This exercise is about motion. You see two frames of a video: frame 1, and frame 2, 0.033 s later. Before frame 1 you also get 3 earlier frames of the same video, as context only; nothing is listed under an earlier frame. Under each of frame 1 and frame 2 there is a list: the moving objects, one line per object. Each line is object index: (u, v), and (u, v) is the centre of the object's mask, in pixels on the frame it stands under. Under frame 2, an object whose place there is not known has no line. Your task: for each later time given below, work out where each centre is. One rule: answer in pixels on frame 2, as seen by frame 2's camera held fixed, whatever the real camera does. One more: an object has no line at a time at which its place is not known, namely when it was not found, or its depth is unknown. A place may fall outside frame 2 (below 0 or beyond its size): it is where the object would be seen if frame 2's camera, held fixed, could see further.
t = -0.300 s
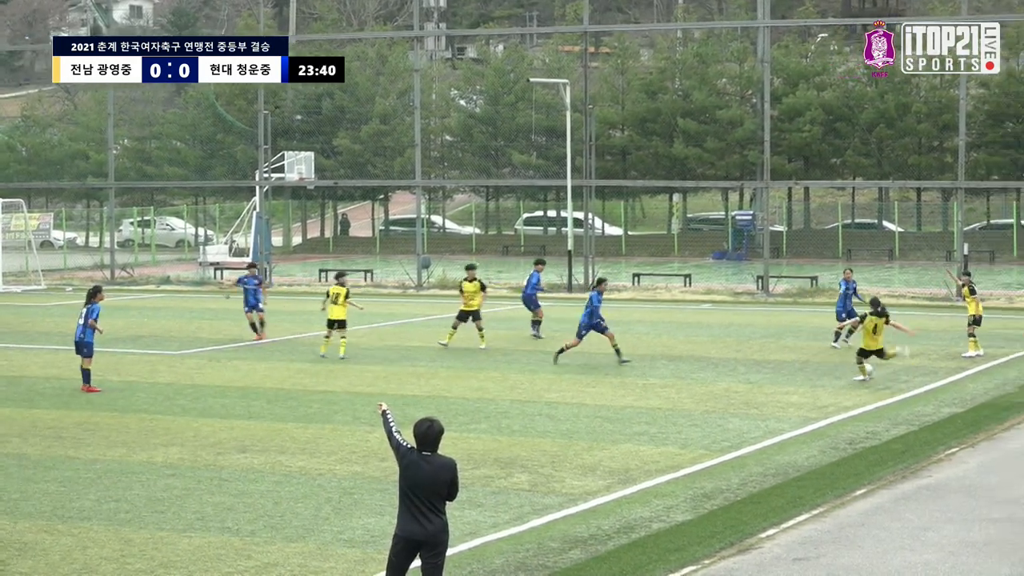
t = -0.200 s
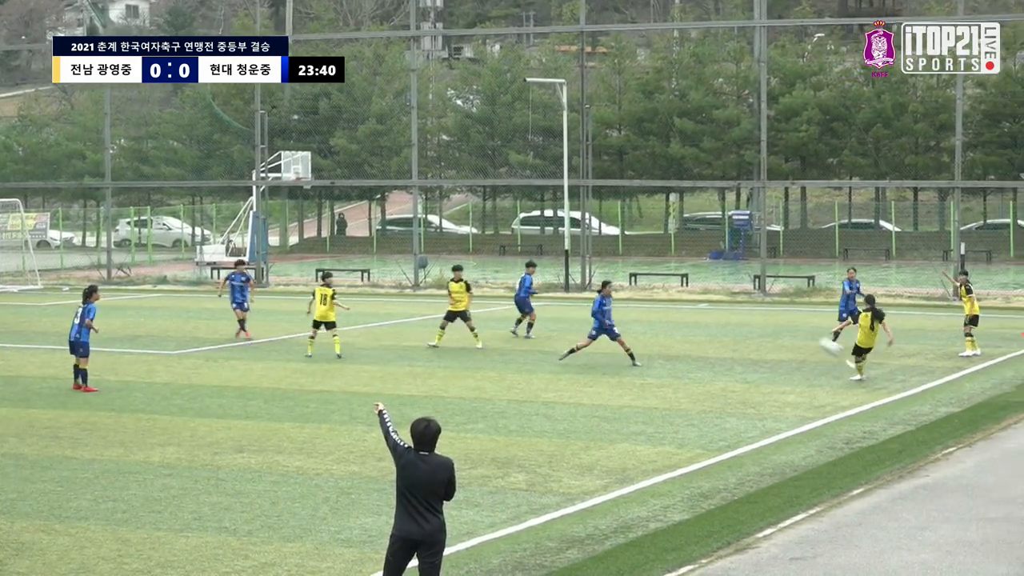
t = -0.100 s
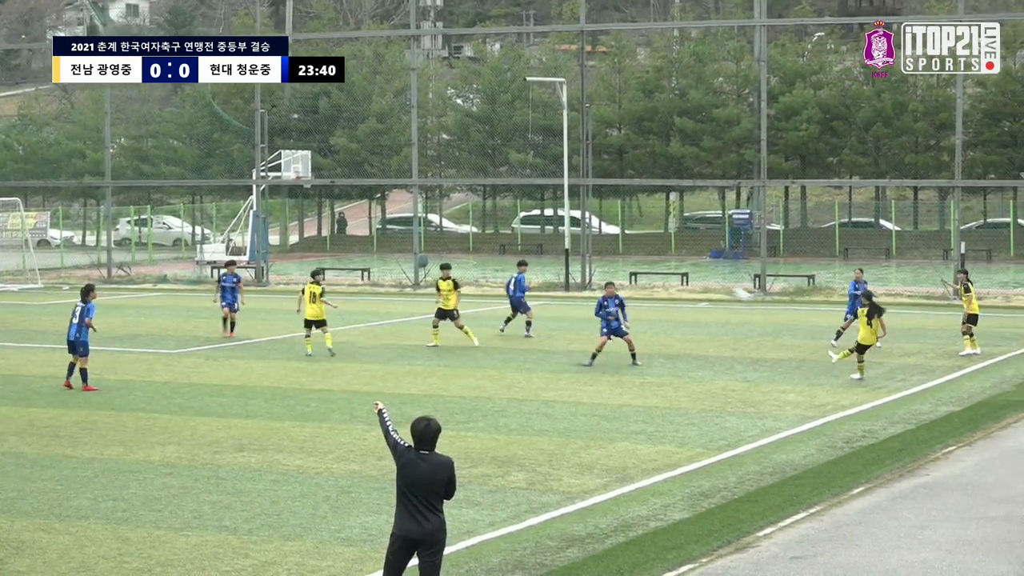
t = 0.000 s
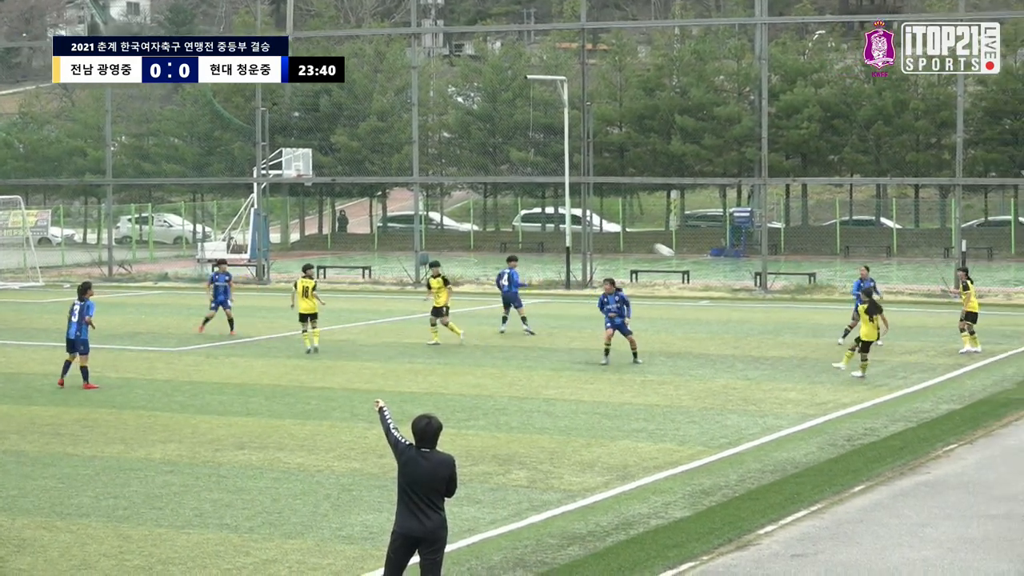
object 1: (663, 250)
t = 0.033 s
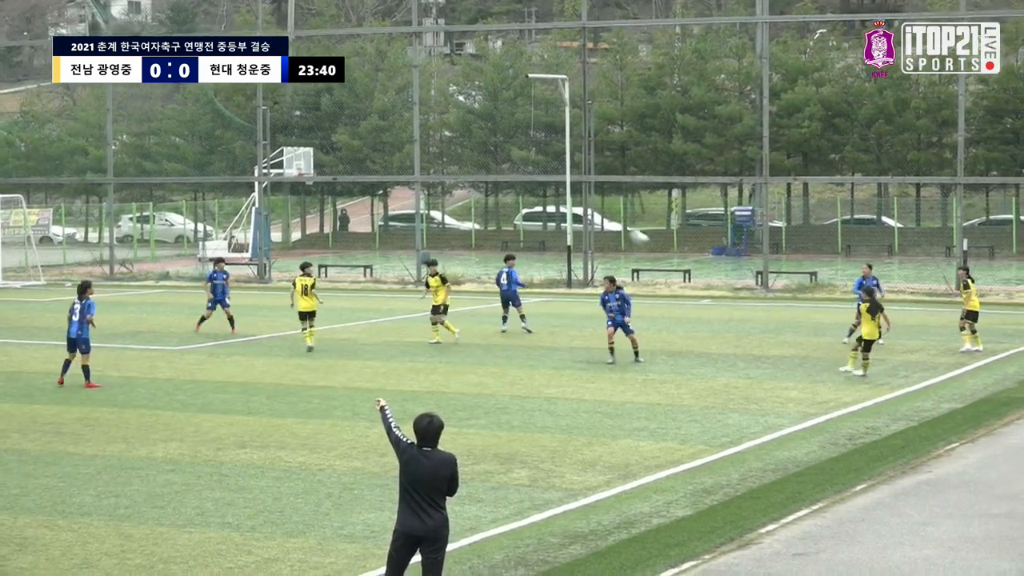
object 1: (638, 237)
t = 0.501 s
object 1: (340, 118)
